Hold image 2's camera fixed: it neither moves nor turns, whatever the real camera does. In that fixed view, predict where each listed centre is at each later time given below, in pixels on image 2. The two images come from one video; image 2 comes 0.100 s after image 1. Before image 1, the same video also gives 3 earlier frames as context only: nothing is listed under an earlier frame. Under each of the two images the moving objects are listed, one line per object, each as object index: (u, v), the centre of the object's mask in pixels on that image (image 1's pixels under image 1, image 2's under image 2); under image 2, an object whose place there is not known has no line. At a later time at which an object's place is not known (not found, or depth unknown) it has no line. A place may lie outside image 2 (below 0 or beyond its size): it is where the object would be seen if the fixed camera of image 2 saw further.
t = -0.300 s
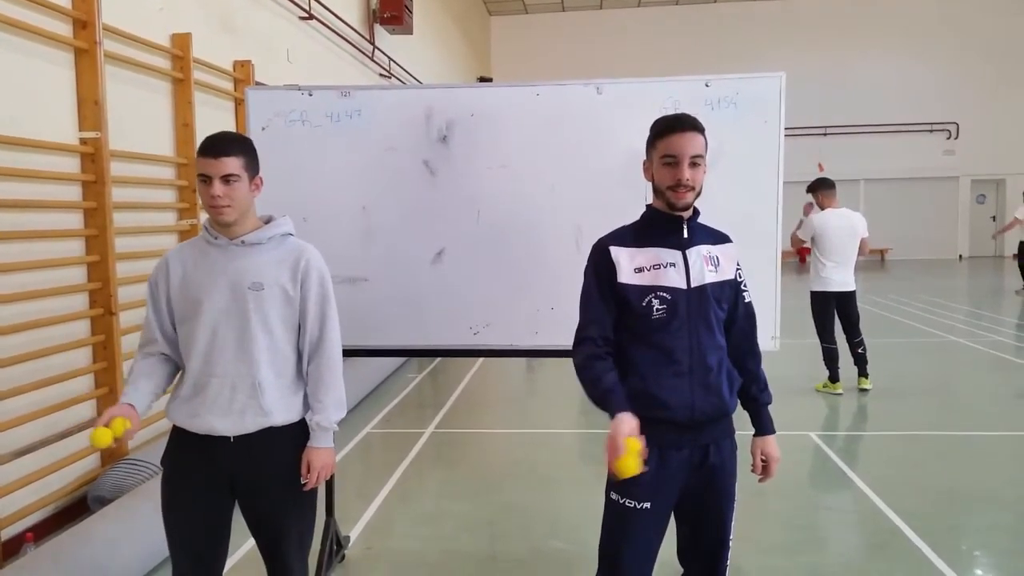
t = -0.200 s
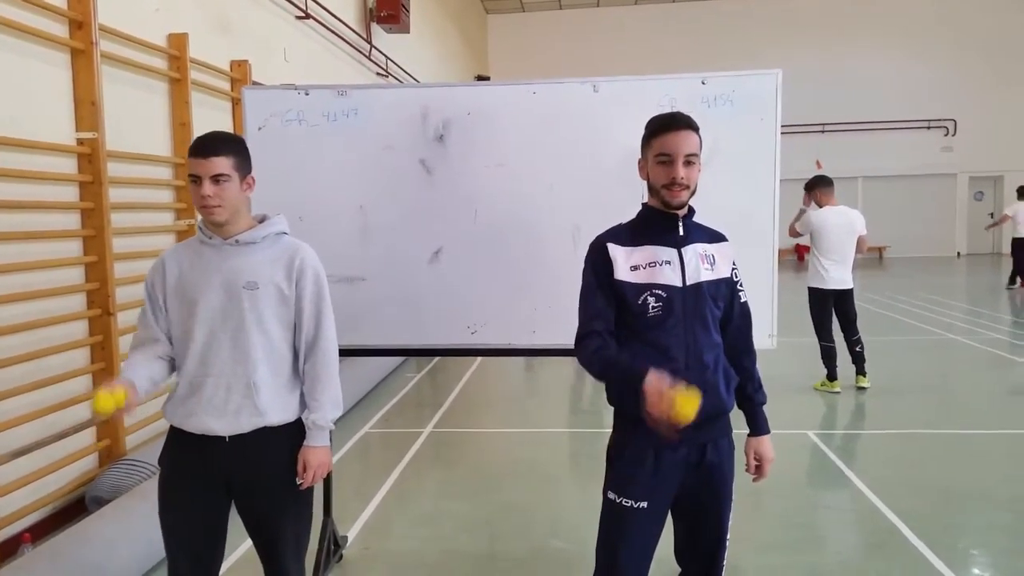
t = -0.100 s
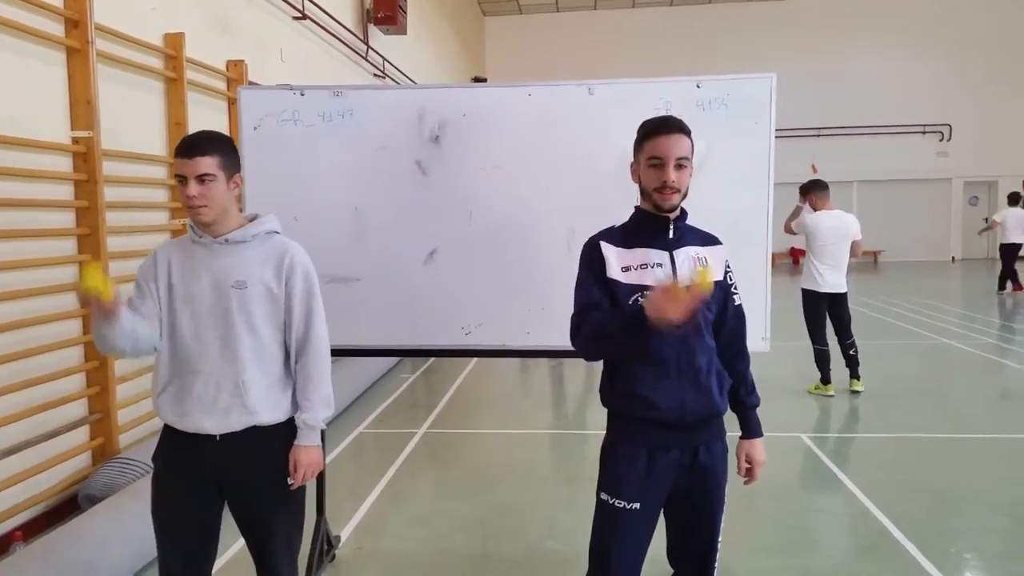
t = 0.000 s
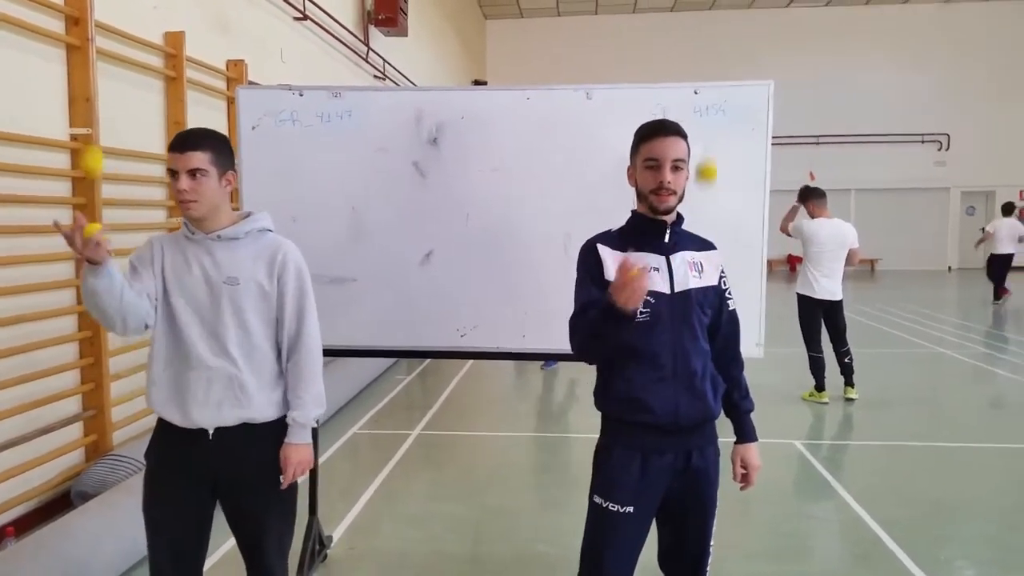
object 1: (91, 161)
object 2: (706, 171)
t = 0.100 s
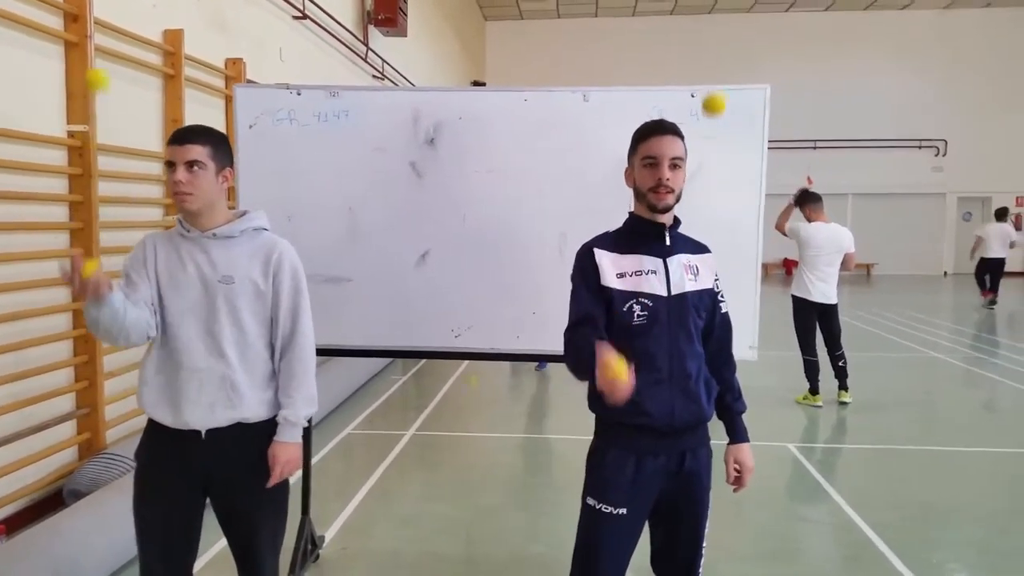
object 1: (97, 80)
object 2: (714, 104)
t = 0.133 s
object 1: (102, 64)
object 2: (721, 95)
